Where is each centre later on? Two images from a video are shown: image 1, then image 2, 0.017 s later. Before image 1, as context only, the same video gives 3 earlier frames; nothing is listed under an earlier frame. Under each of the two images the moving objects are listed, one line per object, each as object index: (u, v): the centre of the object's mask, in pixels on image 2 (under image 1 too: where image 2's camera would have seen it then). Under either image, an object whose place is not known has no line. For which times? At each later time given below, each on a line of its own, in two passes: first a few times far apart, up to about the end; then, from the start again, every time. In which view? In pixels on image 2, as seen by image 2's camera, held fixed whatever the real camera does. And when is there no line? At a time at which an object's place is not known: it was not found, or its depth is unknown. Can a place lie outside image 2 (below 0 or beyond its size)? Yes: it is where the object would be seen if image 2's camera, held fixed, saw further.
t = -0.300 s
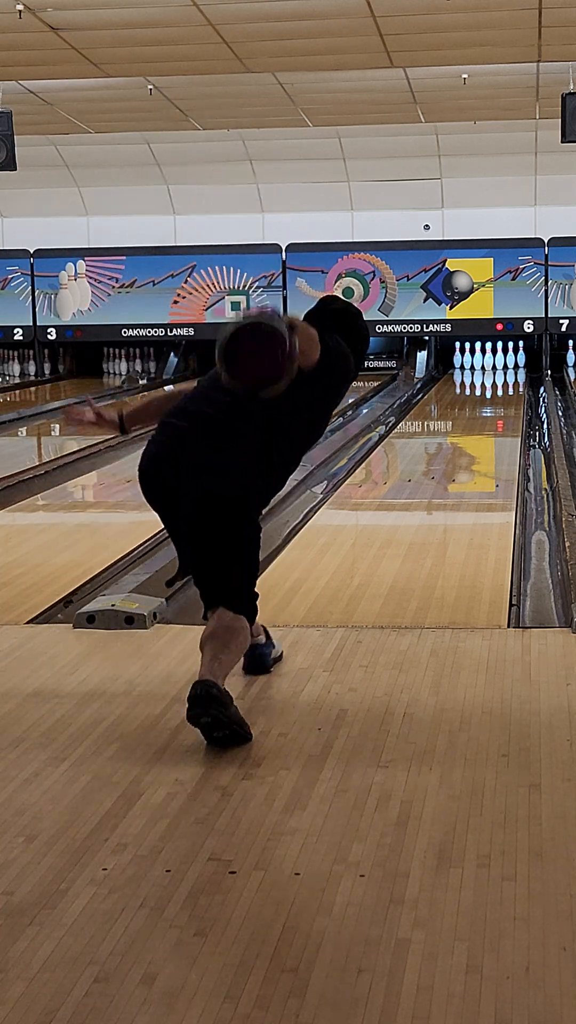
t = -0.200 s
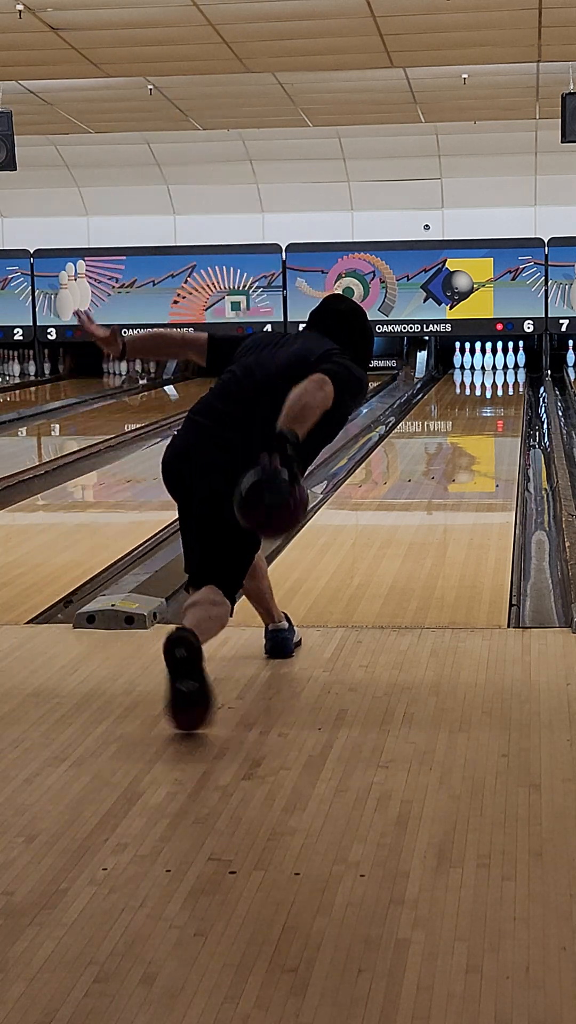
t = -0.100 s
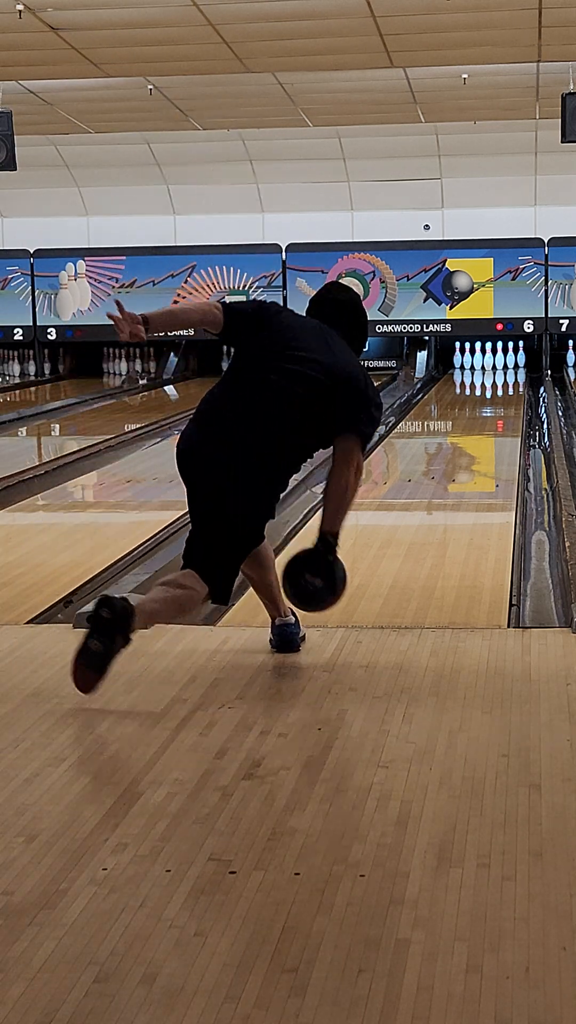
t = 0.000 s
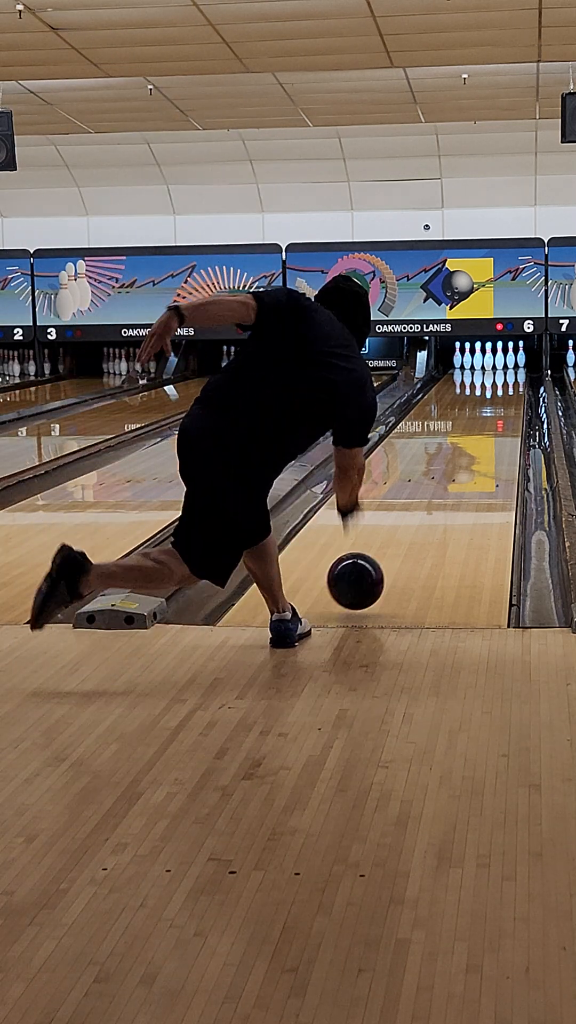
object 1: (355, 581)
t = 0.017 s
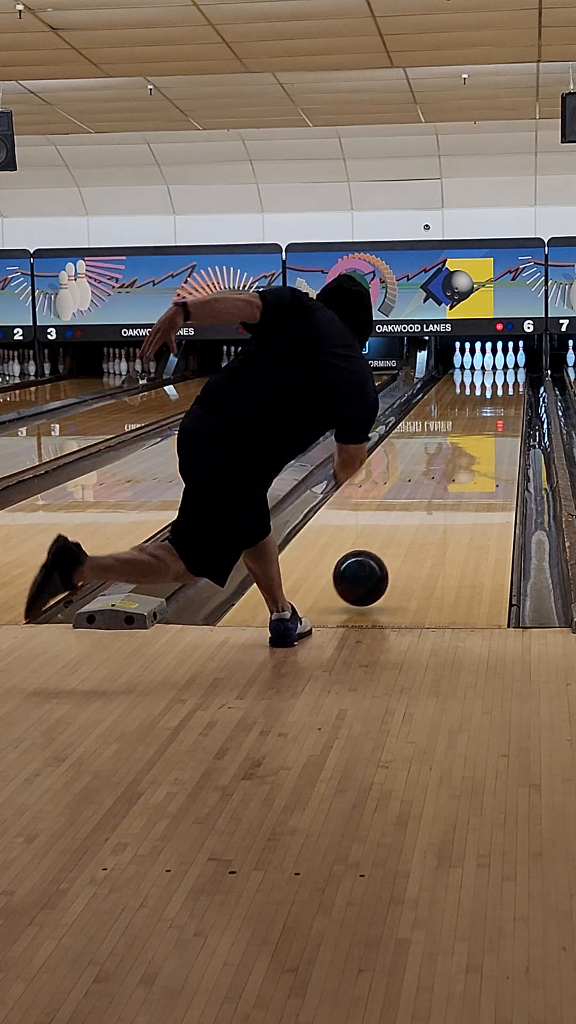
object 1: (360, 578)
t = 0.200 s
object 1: (404, 526)
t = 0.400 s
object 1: (435, 484)
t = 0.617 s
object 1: (458, 453)
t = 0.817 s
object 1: (473, 432)
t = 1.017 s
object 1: (484, 416)
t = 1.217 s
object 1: (492, 403)
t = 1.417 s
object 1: (497, 392)
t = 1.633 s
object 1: (502, 382)
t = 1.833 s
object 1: (502, 375)
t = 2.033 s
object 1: (499, 369)
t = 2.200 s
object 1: (495, 365)
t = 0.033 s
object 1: (365, 576)
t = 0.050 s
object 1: (370, 570)
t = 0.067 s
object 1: (374, 564)
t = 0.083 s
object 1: (379, 559)
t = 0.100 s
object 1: (383, 554)
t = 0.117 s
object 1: (386, 549)
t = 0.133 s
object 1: (390, 544)
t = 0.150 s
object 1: (394, 539)
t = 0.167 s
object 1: (397, 534)
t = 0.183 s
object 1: (400, 530)
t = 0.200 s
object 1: (404, 526)
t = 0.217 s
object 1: (407, 521)
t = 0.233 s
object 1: (410, 517)
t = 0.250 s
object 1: (413, 513)
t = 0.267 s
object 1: (415, 509)
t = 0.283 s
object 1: (418, 506)
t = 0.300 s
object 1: (421, 502)
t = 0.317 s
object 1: (423, 498)
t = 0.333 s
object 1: (426, 495)
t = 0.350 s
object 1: (428, 492)
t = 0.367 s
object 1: (430, 489)
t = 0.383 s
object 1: (432, 486)
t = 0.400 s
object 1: (435, 484)
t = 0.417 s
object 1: (437, 481)
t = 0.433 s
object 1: (439, 478)
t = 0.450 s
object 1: (441, 475)
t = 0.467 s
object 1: (443, 473)
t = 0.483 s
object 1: (445, 470)
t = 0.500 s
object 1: (446, 468)
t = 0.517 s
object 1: (448, 466)
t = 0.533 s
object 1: (450, 463)
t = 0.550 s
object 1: (452, 461)
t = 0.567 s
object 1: (453, 459)
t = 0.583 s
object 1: (455, 457)
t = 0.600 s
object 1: (457, 455)
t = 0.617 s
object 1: (458, 453)
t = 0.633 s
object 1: (459, 451)
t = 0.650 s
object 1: (461, 450)
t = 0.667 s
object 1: (462, 448)
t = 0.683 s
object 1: (463, 446)
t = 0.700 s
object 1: (465, 444)
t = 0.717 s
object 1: (466, 442)
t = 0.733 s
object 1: (467, 441)
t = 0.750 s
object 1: (471, 442)
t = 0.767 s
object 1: (474, 438)
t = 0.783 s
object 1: (471, 435)
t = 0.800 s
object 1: (472, 434)
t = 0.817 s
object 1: (473, 432)
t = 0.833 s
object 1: (474, 430)
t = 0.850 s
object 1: (475, 429)
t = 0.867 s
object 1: (476, 427)
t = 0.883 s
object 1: (477, 426)
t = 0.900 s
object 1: (478, 425)
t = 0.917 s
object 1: (479, 423)
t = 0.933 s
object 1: (480, 422)
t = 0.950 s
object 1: (481, 421)
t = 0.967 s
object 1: (481, 419)
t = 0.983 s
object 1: (483, 418)
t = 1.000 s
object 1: (483, 417)
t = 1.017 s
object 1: (484, 416)
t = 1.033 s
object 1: (485, 414)
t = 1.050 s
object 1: (485, 413)
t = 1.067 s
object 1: (486, 412)
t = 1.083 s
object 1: (487, 411)
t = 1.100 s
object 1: (488, 410)
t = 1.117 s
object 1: (488, 409)
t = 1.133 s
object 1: (489, 408)
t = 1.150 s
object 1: (490, 407)
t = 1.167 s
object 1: (490, 406)
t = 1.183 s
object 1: (491, 405)
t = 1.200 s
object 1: (491, 404)
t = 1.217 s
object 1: (492, 403)
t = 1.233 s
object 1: (493, 402)
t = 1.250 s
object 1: (493, 401)
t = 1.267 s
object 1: (494, 400)
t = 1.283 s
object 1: (494, 399)
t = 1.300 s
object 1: (495, 398)
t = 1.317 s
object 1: (495, 397)
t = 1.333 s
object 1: (495, 396)
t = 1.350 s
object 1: (496, 395)
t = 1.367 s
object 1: (496, 395)
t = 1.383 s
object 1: (497, 394)
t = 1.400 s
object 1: (497, 393)
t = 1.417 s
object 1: (497, 392)
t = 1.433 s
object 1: (498, 391)
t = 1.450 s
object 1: (498, 391)
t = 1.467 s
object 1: (499, 390)
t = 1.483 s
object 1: (499, 389)
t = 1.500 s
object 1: (499, 388)
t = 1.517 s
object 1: (500, 387)
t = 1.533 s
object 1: (500, 386)
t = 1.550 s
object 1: (501, 386)
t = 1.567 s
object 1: (501, 385)
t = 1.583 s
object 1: (501, 384)
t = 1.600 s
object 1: (501, 384)
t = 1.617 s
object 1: (501, 383)
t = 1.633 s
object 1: (502, 382)
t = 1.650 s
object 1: (502, 382)
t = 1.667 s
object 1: (502, 381)
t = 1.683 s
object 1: (502, 381)
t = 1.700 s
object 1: (502, 380)
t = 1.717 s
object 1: (502, 379)
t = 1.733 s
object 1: (503, 379)
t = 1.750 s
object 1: (502, 378)
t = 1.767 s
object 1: (502, 377)
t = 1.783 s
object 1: (502, 377)
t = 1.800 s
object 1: (502, 376)
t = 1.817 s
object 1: (502, 376)
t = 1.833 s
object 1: (502, 375)
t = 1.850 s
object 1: (502, 375)
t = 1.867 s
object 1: (502, 374)
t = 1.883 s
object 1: (502, 374)
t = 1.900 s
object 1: (501, 373)
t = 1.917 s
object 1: (501, 372)
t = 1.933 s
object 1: (501, 372)
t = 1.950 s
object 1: (500, 371)
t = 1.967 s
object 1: (500, 371)
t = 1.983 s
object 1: (500, 370)
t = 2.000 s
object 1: (500, 370)
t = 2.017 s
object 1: (500, 369)
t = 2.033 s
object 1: (499, 369)
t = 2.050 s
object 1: (499, 369)
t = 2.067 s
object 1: (498, 369)
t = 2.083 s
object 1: (498, 368)
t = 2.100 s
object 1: (498, 367)
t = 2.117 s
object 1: (497, 367)
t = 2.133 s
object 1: (497, 367)
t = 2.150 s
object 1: (497, 366)
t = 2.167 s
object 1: (496, 366)
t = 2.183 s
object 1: (495, 365)
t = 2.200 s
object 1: (495, 365)
